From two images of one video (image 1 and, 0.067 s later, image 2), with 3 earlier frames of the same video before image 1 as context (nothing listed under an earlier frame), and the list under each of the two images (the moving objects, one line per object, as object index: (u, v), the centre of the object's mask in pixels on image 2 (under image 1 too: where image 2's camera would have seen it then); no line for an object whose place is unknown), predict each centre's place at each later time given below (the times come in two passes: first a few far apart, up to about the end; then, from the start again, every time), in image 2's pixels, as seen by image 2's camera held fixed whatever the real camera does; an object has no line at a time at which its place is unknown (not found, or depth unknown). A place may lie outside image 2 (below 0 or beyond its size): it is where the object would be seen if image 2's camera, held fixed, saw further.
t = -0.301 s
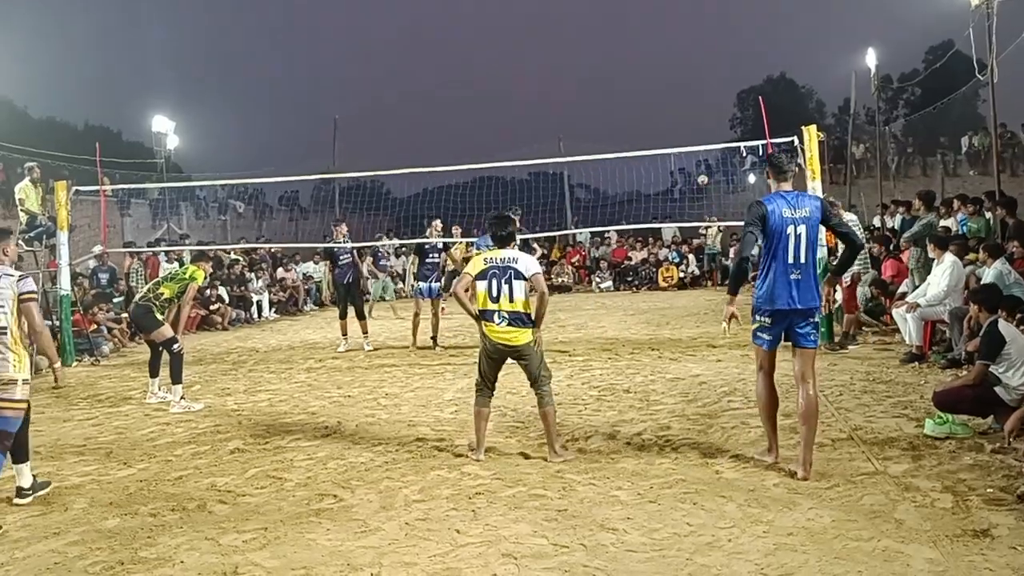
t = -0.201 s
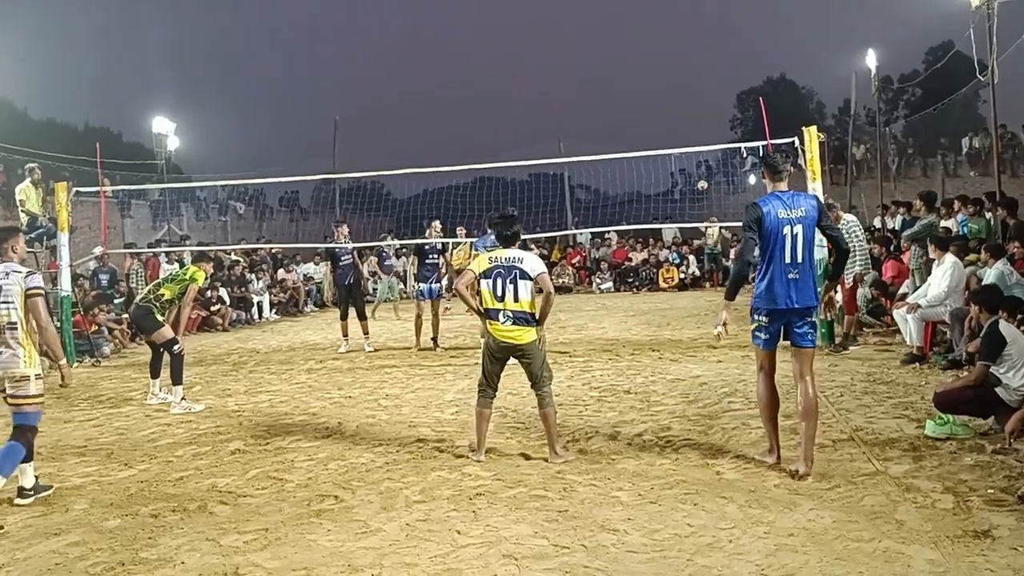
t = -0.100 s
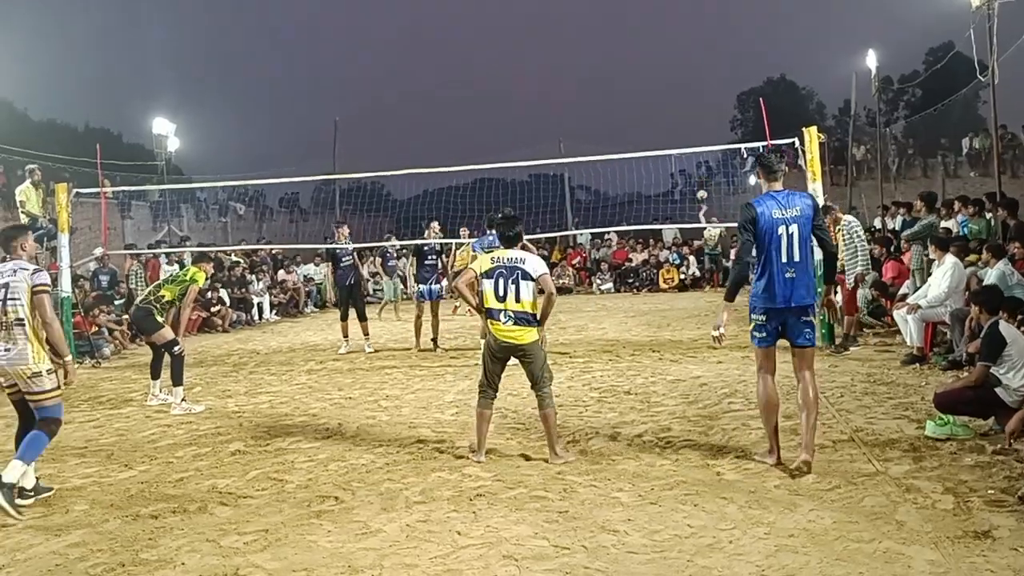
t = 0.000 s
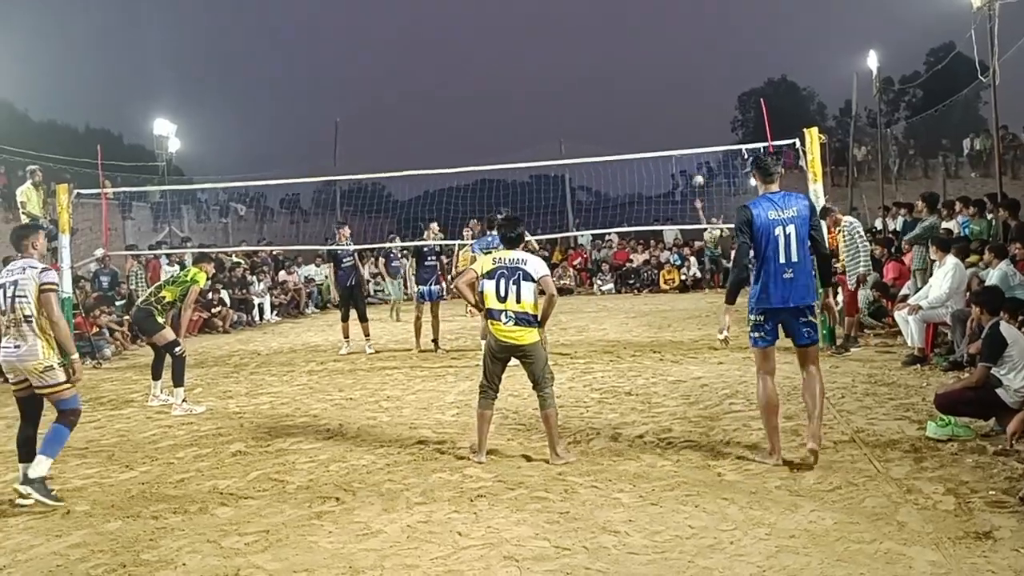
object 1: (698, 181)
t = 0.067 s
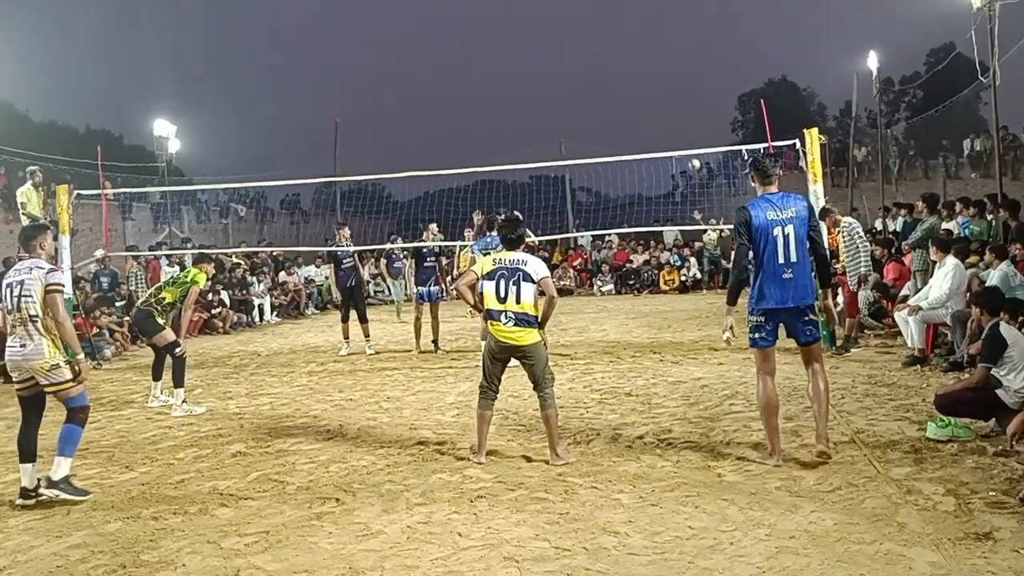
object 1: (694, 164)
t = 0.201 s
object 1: (685, 133)
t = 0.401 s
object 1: (669, 95)
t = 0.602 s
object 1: (648, 77)
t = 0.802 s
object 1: (621, 90)
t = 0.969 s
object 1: (591, 137)
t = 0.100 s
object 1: (693, 157)
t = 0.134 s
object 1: (690, 146)
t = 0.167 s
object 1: (687, 140)
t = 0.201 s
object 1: (685, 133)
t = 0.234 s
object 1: (683, 126)
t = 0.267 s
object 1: (680, 119)
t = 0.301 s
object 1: (678, 113)
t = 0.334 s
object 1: (675, 106)
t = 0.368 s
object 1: (672, 100)
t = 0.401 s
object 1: (669, 95)
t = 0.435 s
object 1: (666, 90)
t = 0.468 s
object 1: (664, 86)
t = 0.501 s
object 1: (659, 83)
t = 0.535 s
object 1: (655, 80)
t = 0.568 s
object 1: (652, 78)
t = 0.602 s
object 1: (648, 77)
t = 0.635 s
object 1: (644, 77)
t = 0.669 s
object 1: (638, 78)
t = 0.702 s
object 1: (635, 79)
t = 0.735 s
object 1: (631, 82)
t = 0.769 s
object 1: (626, 85)
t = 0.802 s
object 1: (621, 90)
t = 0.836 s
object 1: (616, 96)
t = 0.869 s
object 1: (610, 104)
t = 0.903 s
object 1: (604, 113)
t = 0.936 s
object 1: (596, 123)
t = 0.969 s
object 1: (591, 137)
